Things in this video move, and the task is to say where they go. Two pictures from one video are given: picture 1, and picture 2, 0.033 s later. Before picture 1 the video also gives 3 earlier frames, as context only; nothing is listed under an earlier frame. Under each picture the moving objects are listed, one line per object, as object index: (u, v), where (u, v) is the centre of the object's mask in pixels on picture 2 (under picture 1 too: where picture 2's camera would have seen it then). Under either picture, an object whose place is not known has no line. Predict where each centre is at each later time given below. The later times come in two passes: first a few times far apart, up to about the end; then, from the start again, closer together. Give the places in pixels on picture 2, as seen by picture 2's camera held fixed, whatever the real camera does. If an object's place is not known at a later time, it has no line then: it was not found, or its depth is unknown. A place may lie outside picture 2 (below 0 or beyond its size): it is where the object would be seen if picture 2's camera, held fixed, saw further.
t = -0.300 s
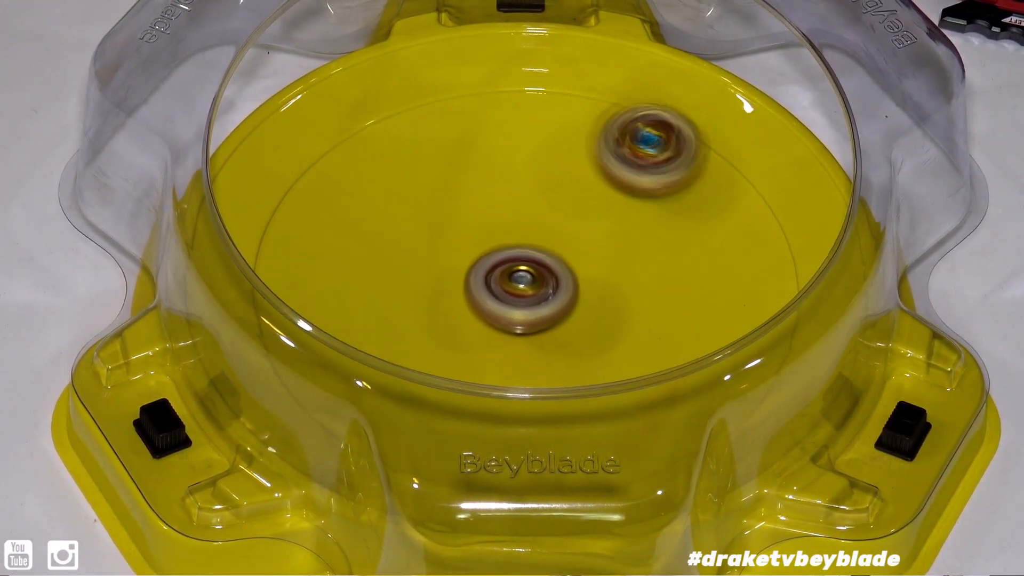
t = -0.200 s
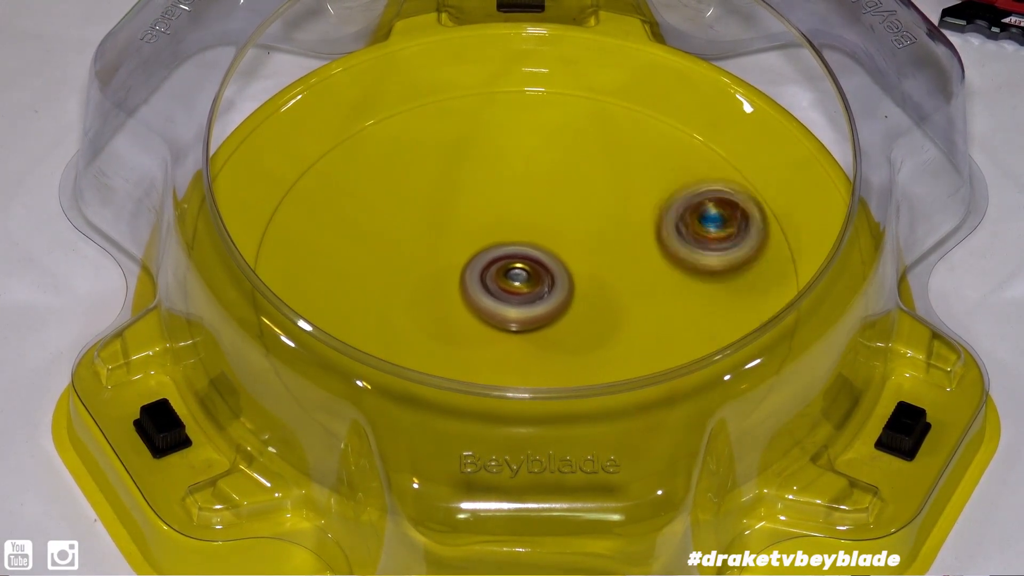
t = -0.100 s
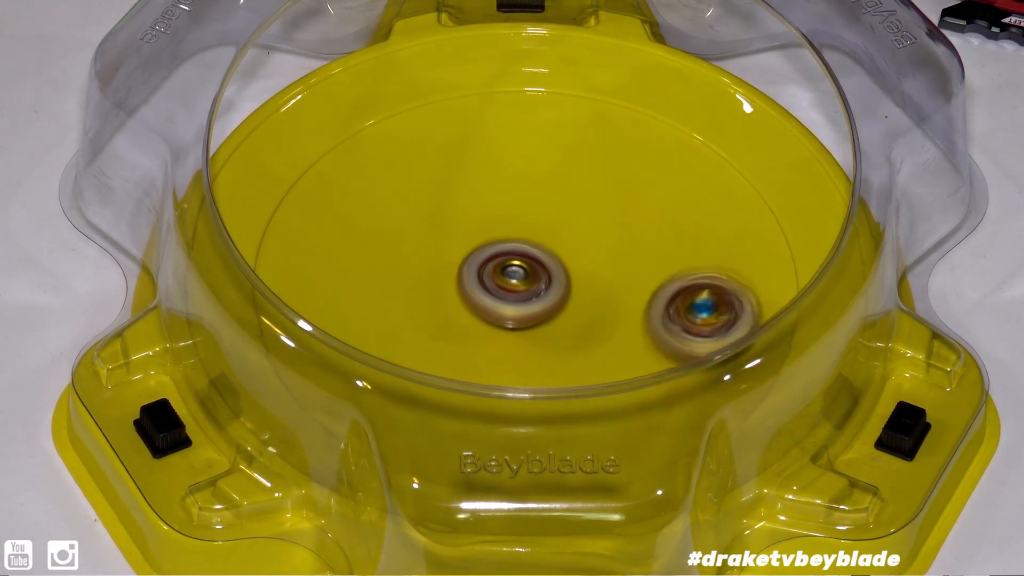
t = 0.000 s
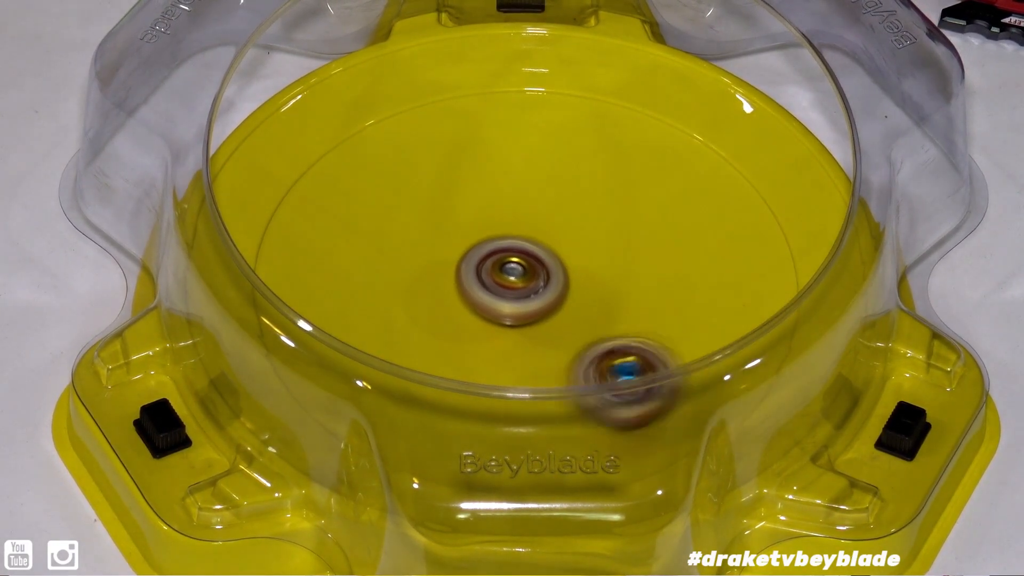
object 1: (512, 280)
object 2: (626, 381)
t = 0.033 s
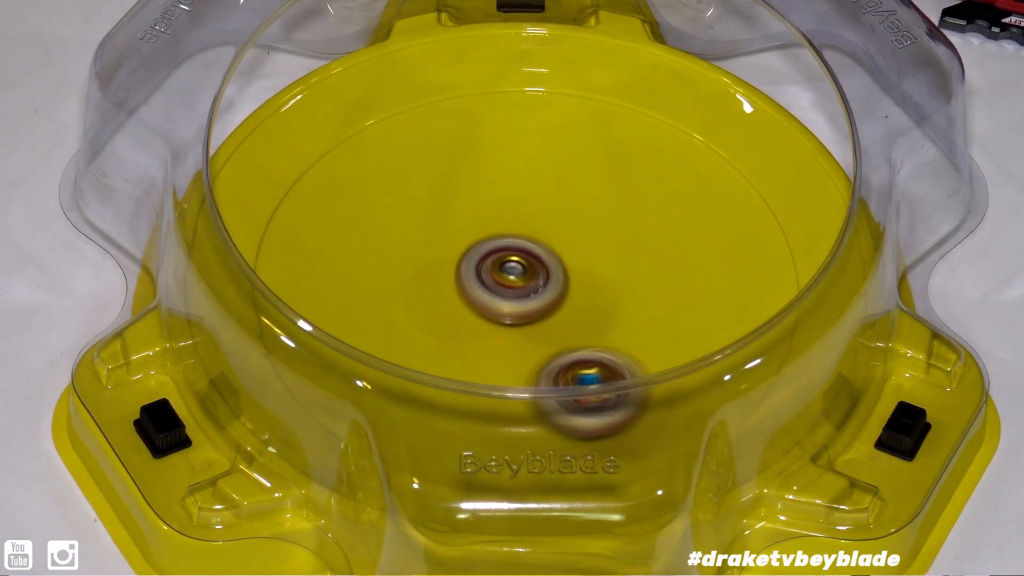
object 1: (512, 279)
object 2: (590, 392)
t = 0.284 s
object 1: (514, 272)
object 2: (364, 304)
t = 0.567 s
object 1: (522, 267)
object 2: (505, 154)
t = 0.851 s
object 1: (535, 265)
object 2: (696, 284)
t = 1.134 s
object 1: (552, 267)
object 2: (496, 381)
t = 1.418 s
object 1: (559, 275)
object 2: (407, 234)
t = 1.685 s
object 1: (558, 283)
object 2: (578, 188)
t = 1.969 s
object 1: (510, 327)
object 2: (684, 286)
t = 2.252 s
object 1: (426, 303)
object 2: (580, 349)
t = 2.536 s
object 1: (400, 272)
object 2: (559, 250)
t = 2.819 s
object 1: (475, 275)
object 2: (688, 246)
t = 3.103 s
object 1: (505, 234)
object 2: (606, 338)
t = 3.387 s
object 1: (505, 200)
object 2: (476, 293)
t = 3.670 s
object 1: (581, 159)
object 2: (469, 257)
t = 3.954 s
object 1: (600, 238)
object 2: (489, 302)
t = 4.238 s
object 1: (615, 324)
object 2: (434, 307)
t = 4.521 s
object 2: (536, 250)
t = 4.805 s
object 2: (595, 140)
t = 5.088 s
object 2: (618, 250)
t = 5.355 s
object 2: (703, 262)
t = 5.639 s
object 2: (575, 298)
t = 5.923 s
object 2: (625, 350)
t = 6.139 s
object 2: (584, 367)
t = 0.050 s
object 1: (511, 279)
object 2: (570, 396)
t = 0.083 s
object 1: (511, 278)
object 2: (531, 397)
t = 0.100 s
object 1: (511, 277)
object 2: (511, 396)
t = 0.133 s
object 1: (512, 276)
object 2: (475, 389)
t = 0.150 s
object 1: (512, 276)
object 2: (456, 384)
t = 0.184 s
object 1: (512, 275)
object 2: (425, 369)
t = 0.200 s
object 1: (513, 274)
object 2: (412, 360)
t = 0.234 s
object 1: (513, 273)
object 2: (388, 339)
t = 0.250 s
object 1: (514, 273)
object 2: (376, 328)
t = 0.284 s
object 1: (514, 272)
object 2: (364, 304)
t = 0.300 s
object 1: (515, 271)
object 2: (359, 291)
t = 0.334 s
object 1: (516, 271)
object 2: (356, 267)
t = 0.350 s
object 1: (516, 270)
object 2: (358, 253)
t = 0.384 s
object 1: (517, 270)
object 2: (367, 230)
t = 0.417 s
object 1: (518, 269)
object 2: (381, 209)
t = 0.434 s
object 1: (518, 269)
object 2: (392, 197)
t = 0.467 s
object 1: (519, 268)
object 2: (415, 181)
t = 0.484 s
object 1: (519, 268)
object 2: (428, 173)
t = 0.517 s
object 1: (520, 267)
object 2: (459, 163)
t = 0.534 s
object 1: (521, 267)
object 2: (475, 159)
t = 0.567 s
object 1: (522, 267)
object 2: (505, 154)
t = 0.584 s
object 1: (522, 266)
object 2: (521, 155)
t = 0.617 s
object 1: (524, 266)
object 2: (557, 157)
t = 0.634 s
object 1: (524, 266)
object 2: (574, 162)
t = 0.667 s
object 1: (526, 266)
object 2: (603, 170)
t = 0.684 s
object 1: (526, 265)
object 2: (618, 177)
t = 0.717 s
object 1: (528, 265)
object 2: (647, 194)
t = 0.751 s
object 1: (530, 265)
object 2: (667, 211)
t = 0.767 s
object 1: (530, 265)
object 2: (677, 223)
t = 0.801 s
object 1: (532, 265)
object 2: (690, 246)
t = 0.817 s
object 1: (533, 265)
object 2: (693, 260)
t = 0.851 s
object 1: (535, 265)
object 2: (696, 284)
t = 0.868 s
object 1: (536, 265)
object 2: (695, 295)
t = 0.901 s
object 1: (538, 265)
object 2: (684, 318)
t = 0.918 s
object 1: (539, 265)
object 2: (676, 326)
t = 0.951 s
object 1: (541, 265)
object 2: (656, 342)
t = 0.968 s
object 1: (542, 265)
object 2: (649, 359)
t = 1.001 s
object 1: (545, 265)
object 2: (621, 373)
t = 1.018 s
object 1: (546, 265)
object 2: (607, 379)
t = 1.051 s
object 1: (548, 265)
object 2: (576, 386)
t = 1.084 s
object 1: (549, 266)
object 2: (542, 387)
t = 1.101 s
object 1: (550, 266)
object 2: (527, 386)
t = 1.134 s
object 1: (552, 267)
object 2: (496, 381)
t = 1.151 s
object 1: (552, 267)
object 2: (479, 376)
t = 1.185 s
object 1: (554, 268)
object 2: (454, 364)
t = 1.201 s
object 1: (555, 268)
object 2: (443, 357)
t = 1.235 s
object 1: (556, 269)
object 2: (424, 336)
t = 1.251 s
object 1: (556, 269)
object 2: (417, 330)
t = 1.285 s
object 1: (557, 270)
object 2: (404, 312)
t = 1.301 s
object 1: (558, 271)
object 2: (400, 301)
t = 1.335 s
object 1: (558, 272)
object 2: (397, 280)
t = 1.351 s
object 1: (558, 273)
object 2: (396, 270)
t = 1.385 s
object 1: (559, 274)
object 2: (399, 251)
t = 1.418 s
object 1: (559, 275)
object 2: (407, 234)
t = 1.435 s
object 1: (559, 275)
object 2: (413, 225)
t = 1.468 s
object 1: (559, 276)
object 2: (431, 211)
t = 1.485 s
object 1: (560, 277)
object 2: (440, 204)
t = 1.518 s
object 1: (559, 278)
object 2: (463, 194)
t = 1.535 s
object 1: (559, 279)
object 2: (475, 190)
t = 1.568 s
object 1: (559, 280)
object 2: (497, 183)
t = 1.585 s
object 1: (559, 280)
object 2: (510, 182)
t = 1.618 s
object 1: (559, 281)
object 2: (533, 180)
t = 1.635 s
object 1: (559, 282)
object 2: (545, 181)
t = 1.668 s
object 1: (558, 283)
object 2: (569, 185)
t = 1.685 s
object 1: (558, 283)
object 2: (578, 188)
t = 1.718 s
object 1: (557, 284)
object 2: (599, 195)
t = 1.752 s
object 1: (557, 285)
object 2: (618, 207)
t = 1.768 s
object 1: (556, 286)
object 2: (625, 211)
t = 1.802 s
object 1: (546, 294)
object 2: (646, 218)
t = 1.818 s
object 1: (541, 299)
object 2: (656, 221)
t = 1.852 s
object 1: (531, 308)
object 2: (671, 231)
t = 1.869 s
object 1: (527, 312)
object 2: (679, 236)
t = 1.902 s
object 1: (519, 319)
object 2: (688, 252)
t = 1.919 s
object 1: (516, 322)
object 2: (690, 261)
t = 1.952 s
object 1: (512, 326)
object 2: (688, 278)
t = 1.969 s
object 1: (510, 327)
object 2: (684, 286)
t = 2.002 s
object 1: (507, 329)
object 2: (674, 302)
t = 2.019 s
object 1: (506, 330)
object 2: (668, 309)
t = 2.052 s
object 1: (504, 330)
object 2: (652, 321)
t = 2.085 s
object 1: (504, 329)
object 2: (634, 331)
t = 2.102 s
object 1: (503, 329)
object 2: (623, 335)
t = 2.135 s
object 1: (487, 325)
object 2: (616, 340)
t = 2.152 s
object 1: (476, 322)
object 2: (615, 342)
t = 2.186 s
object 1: (456, 316)
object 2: (608, 346)
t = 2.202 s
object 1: (447, 313)
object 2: (601, 347)
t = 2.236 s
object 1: (433, 307)
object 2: (588, 349)
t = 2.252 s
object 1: (426, 303)
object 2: (580, 349)
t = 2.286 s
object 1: (416, 297)
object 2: (566, 346)
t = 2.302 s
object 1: (412, 294)
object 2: (558, 343)
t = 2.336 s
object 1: (406, 290)
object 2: (545, 334)
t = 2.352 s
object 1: (405, 288)
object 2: (540, 329)
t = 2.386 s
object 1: (405, 284)
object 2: (531, 315)
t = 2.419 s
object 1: (406, 281)
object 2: (526, 300)
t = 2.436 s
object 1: (407, 280)
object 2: (524, 292)
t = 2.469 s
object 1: (404, 277)
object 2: (533, 276)
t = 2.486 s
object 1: (402, 275)
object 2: (537, 270)
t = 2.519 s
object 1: (400, 272)
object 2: (552, 256)
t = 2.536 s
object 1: (400, 272)
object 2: (559, 250)
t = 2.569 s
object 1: (401, 271)
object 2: (576, 238)
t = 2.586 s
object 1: (403, 271)
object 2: (585, 234)
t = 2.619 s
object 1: (408, 271)
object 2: (602, 226)
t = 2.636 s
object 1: (411, 271)
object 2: (611, 224)
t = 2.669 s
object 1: (420, 271)
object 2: (629, 220)
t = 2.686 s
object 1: (425, 273)
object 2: (637, 221)
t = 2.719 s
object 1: (435, 273)
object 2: (653, 222)
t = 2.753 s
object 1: (447, 274)
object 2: (669, 226)
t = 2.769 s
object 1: (454, 275)
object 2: (675, 230)
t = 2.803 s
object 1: (468, 275)
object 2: (685, 240)
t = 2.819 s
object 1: (475, 275)
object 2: (688, 246)
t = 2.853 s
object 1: (490, 274)
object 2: (689, 259)
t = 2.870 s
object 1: (497, 274)
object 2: (687, 268)
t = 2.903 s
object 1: (511, 273)
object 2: (677, 282)
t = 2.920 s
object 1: (519, 272)
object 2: (670, 288)
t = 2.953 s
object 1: (531, 270)
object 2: (652, 300)
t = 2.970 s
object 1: (536, 268)
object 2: (643, 305)
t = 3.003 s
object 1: (531, 254)
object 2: (634, 314)
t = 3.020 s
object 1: (527, 247)
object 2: (633, 320)
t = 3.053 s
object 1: (516, 245)
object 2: (624, 328)
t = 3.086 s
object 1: (508, 237)
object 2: (613, 336)
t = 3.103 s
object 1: (505, 234)
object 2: (606, 338)
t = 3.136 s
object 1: (499, 229)
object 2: (589, 343)
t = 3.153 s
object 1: (497, 227)
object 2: (580, 345)
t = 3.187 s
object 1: (493, 222)
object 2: (561, 345)
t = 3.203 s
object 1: (493, 220)
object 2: (551, 344)
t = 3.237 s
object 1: (492, 217)
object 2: (532, 339)
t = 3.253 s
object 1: (492, 215)
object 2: (523, 335)
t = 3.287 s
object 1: (493, 213)
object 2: (507, 325)
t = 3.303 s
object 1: (494, 212)
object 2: (500, 319)
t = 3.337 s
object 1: (497, 211)
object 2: (489, 306)
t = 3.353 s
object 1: (498, 210)
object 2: (485, 298)
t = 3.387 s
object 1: (505, 200)
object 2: (476, 293)
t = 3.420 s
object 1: (511, 190)
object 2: (469, 285)
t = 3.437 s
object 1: (514, 186)
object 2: (466, 281)
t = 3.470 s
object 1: (520, 180)
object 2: (464, 270)
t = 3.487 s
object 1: (522, 177)
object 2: (464, 265)
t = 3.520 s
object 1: (527, 175)
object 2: (469, 255)
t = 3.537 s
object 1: (530, 175)
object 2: (471, 251)
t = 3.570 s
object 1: (545, 167)
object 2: (470, 251)
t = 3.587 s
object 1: (552, 164)
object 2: (468, 252)
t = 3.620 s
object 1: (565, 160)
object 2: (468, 253)
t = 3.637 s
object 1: (571, 159)
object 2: (467, 255)
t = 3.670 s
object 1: (581, 159)
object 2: (469, 257)
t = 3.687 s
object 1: (585, 160)
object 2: (470, 259)
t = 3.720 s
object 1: (591, 164)
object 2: (473, 263)
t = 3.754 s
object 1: (597, 170)
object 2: (476, 267)
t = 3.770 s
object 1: (598, 174)
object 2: (477, 270)
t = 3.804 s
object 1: (601, 183)
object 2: (481, 275)
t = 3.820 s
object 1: (602, 188)
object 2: (483, 278)
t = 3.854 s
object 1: (603, 199)
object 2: (485, 284)
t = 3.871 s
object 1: (603, 205)
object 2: (487, 287)
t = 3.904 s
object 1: (602, 218)
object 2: (488, 293)
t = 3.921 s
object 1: (602, 225)
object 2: (489, 296)
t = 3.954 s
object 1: (600, 238)
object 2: (489, 302)
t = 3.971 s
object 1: (598, 246)
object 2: (490, 304)
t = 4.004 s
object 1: (595, 259)
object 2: (489, 309)
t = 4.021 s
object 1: (593, 266)
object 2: (489, 311)
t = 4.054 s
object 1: (591, 281)
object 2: (486, 315)
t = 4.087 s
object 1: (595, 290)
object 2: (476, 319)
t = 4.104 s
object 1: (597, 295)
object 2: (471, 320)
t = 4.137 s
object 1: (602, 303)
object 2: (460, 321)
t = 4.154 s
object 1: (605, 307)
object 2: (454, 320)
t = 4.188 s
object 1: (610, 314)
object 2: (444, 317)
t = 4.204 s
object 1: (612, 317)
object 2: (439, 314)
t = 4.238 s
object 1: (615, 324)
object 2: (434, 307)
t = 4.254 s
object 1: (616, 326)
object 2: (433, 302)
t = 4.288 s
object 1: (618, 331)
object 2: (436, 293)
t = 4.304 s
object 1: (619, 332)
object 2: (440, 287)
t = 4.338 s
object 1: (619, 334)
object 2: (450, 280)
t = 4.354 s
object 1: (619, 335)
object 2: (457, 276)
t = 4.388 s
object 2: (473, 270)
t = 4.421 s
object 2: (492, 268)
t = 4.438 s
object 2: (502, 267)
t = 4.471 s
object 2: (521, 267)
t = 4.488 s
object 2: (532, 268)
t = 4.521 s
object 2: (536, 250)
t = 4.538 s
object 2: (535, 235)
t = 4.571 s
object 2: (534, 213)
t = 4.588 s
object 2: (537, 202)
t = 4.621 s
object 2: (540, 183)
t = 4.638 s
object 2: (543, 176)
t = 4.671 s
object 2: (550, 163)
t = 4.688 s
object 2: (555, 158)
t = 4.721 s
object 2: (565, 151)
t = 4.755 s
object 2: (576, 145)
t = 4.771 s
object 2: (583, 143)
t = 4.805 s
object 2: (595, 140)
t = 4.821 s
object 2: (603, 141)
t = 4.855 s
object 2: (617, 143)
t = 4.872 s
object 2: (624, 147)
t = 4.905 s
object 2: (636, 155)
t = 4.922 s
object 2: (640, 163)
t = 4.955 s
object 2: (646, 176)
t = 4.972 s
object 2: (646, 186)
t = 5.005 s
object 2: (644, 203)
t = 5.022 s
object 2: (640, 213)
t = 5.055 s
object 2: (631, 232)
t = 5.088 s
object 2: (618, 250)
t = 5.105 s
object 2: (609, 259)
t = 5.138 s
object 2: (611, 259)
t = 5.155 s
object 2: (623, 256)
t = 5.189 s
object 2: (649, 251)
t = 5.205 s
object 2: (656, 250)
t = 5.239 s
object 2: (670, 247)
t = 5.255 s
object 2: (678, 247)
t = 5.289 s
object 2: (688, 249)
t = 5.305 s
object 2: (694, 251)
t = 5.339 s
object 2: (701, 257)
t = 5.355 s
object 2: (703, 262)
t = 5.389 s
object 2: (704, 271)
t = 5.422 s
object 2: (699, 281)
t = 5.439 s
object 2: (693, 287)
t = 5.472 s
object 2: (680, 296)
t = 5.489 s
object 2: (671, 299)
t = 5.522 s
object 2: (651, 304)
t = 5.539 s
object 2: (641, 305)
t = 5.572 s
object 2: (620, 305)
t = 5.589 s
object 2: (609, 305)
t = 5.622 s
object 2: (586, 300)
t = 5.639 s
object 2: (575, 298)
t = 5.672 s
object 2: (558, 291)
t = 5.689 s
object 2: (562, 289)
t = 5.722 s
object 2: (577, 292)
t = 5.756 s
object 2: (592, 313)
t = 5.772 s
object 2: (601, 329)
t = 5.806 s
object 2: (610, 332)
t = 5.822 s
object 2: (614, 337)
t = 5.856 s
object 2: (620, 343)
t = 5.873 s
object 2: (622, 345)
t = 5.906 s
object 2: (627, 355)
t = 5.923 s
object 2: (625, 350)
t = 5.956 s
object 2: (626, 362)
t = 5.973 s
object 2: (626, 365)
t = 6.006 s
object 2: (621, 371)
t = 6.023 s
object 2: (618, 372)
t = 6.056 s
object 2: (610, 374)
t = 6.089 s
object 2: (601, 373)
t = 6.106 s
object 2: (595, 373)
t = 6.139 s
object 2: (584, 367)
